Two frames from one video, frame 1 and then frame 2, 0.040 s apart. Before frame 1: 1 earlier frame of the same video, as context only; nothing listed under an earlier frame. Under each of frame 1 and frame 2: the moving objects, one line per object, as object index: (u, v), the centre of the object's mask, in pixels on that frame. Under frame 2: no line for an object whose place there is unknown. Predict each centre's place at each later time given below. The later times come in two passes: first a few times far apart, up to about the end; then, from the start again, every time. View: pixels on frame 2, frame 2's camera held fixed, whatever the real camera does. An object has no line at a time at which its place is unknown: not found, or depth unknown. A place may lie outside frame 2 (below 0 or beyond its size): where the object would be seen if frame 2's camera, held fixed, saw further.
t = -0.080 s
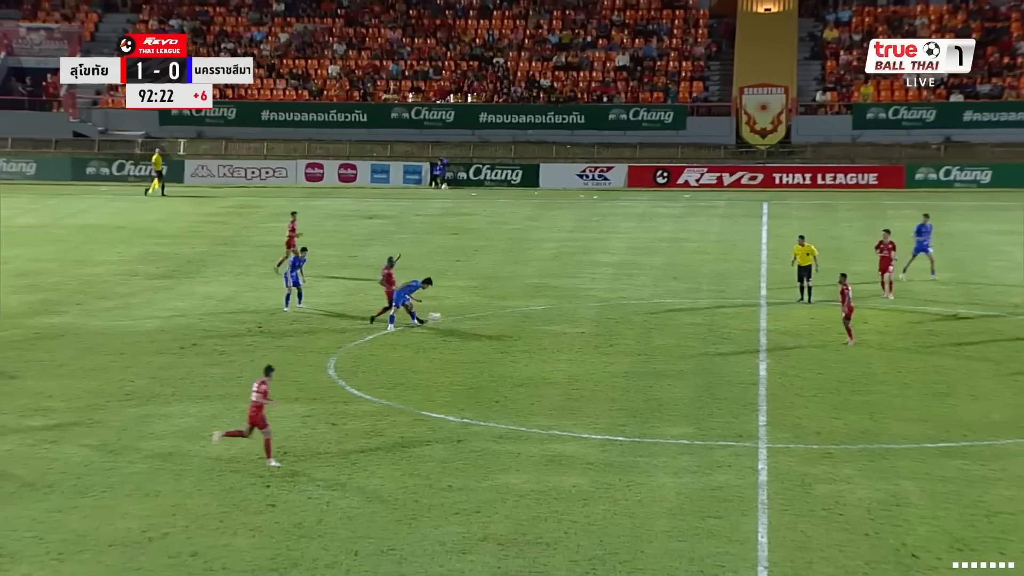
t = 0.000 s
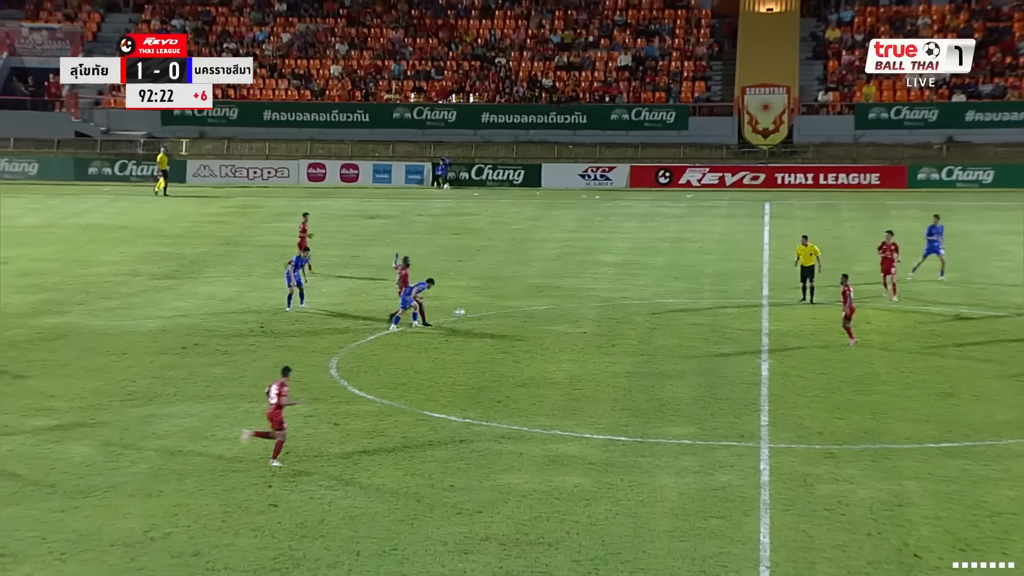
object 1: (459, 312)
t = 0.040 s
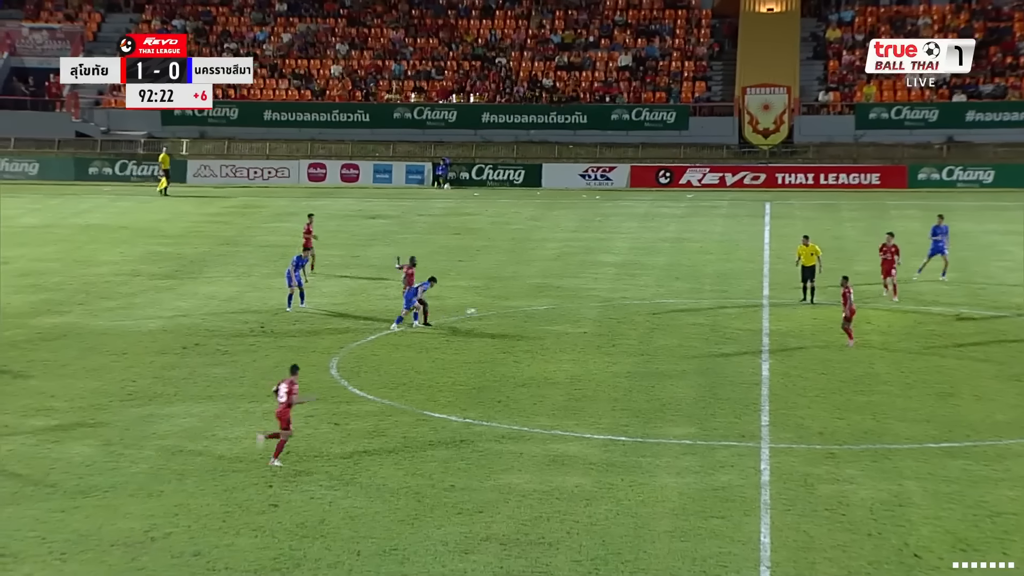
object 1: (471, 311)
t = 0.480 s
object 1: (588, 339)
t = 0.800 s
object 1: (655, 342)
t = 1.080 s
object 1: (703, 355)
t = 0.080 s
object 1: (482, 311)
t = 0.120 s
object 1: (492, 312)
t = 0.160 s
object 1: (503, 313)
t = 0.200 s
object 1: (514, 315)
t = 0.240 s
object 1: (525, 318)
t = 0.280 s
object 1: (536, 320)
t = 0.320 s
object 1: (547, 324)
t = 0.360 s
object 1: (558, 328)
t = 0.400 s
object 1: (569, 334)
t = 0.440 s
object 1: (580, 339)
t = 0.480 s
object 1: (588, 339)
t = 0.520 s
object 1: (596, 337)
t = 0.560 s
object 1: (605, 336)
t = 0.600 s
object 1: (614, 335)
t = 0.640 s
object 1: (622, 336)
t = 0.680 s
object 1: (630, 336)
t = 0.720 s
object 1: (638, 337)
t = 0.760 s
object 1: (646, 340)
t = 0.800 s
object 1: (655, 342)
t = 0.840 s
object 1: (663, 346)
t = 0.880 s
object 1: (671, 350)
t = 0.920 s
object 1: (679, 353)
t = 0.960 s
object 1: (685, 353)
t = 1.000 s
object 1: (691, 352)
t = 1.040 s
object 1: (697, 353)
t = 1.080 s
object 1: (703, 355)
